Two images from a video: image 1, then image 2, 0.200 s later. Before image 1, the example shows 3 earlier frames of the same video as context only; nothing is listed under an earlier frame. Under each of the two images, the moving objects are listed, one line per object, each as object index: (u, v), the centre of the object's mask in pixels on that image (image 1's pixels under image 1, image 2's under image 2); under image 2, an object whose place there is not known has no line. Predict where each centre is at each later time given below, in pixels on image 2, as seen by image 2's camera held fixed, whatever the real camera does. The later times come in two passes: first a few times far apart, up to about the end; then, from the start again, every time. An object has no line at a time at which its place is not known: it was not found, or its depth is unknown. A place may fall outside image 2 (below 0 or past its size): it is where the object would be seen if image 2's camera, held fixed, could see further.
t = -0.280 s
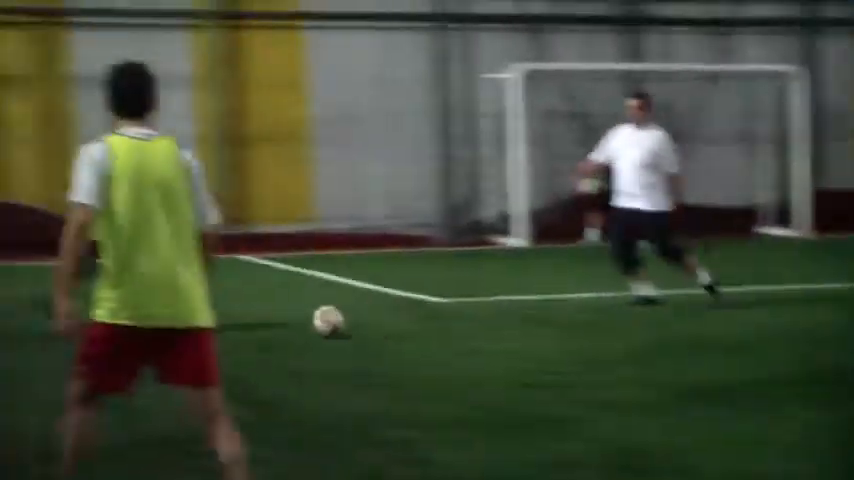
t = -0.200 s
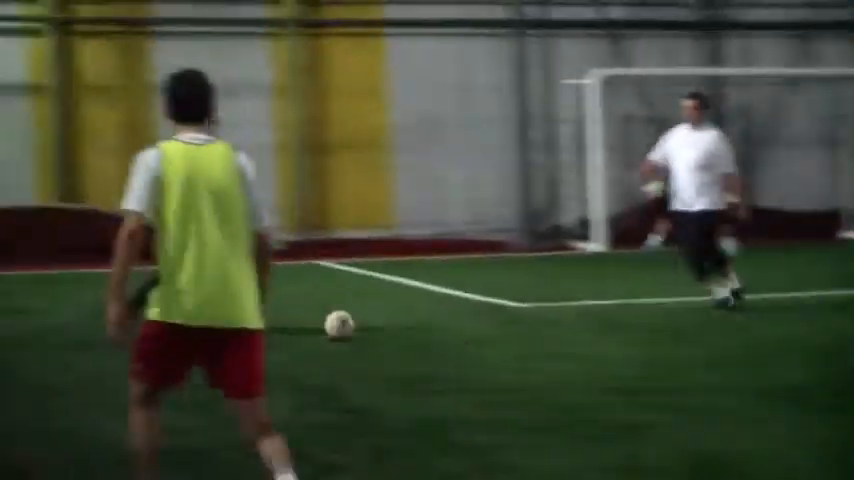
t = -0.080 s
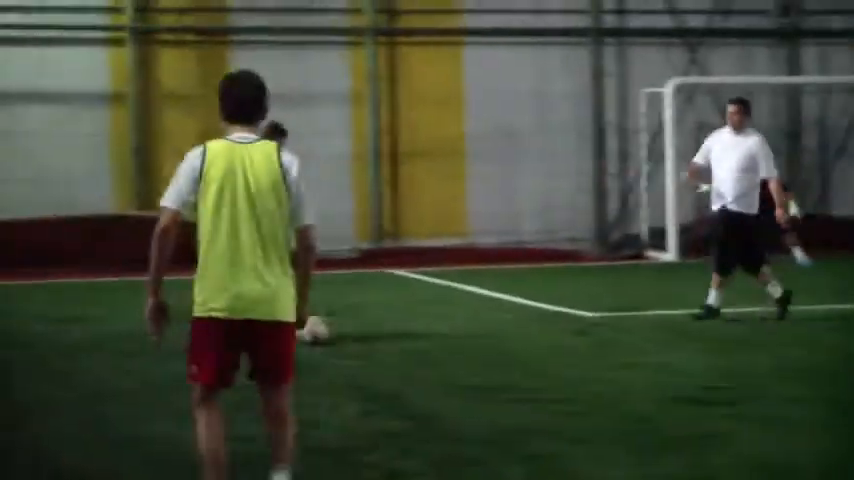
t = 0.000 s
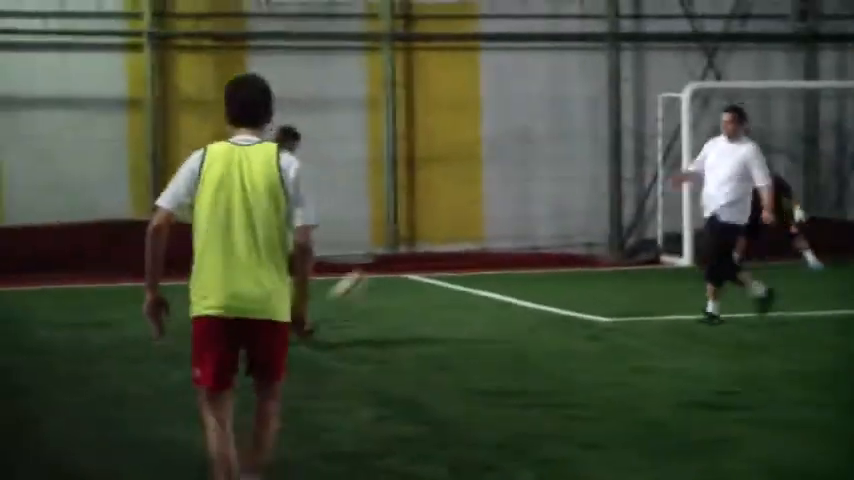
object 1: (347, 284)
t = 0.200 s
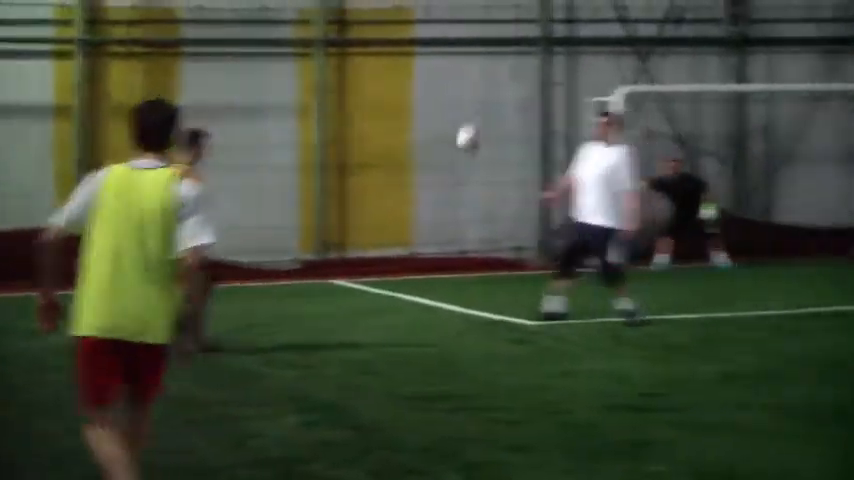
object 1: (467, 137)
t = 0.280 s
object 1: (535, 94)
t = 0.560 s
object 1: (743, 12)
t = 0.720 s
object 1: (844, 6)
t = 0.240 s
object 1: (501, 115)
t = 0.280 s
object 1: (535, 94)
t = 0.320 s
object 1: (565, 75)
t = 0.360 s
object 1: (599, 60)
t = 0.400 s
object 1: (632, 48)
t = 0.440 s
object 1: (662, 35)
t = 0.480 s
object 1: (690, 25)
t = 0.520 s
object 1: (717, 17)
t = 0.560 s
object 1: (743, 12)
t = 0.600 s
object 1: (770, 7)
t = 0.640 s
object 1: (795, 5)
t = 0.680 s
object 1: (820, 5)
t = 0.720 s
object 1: (844, 6)
